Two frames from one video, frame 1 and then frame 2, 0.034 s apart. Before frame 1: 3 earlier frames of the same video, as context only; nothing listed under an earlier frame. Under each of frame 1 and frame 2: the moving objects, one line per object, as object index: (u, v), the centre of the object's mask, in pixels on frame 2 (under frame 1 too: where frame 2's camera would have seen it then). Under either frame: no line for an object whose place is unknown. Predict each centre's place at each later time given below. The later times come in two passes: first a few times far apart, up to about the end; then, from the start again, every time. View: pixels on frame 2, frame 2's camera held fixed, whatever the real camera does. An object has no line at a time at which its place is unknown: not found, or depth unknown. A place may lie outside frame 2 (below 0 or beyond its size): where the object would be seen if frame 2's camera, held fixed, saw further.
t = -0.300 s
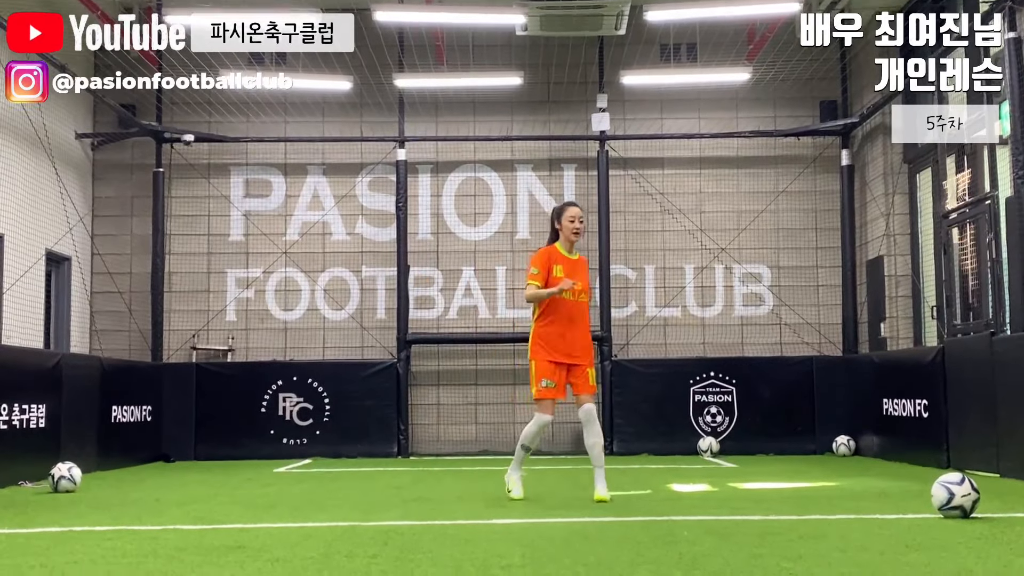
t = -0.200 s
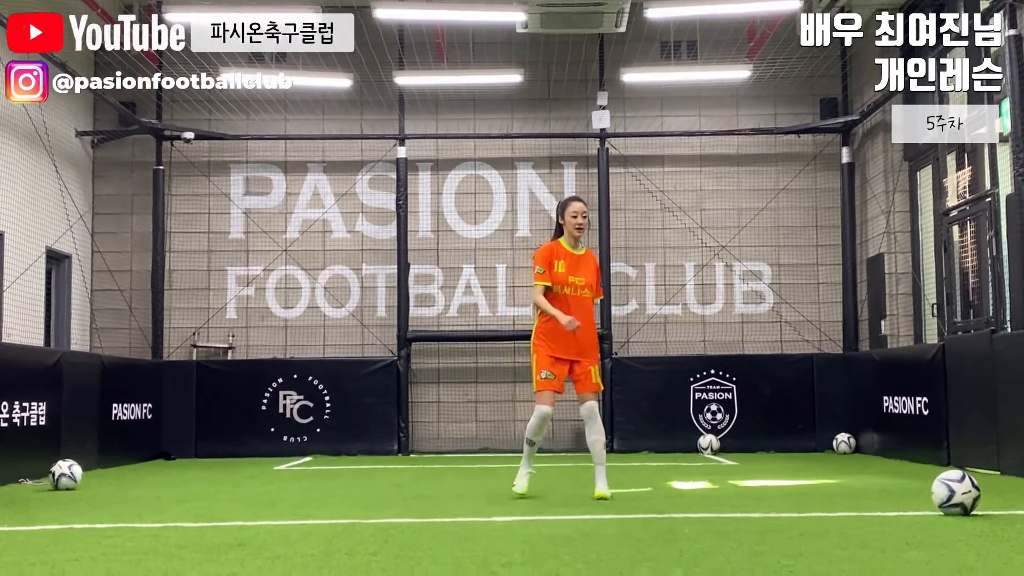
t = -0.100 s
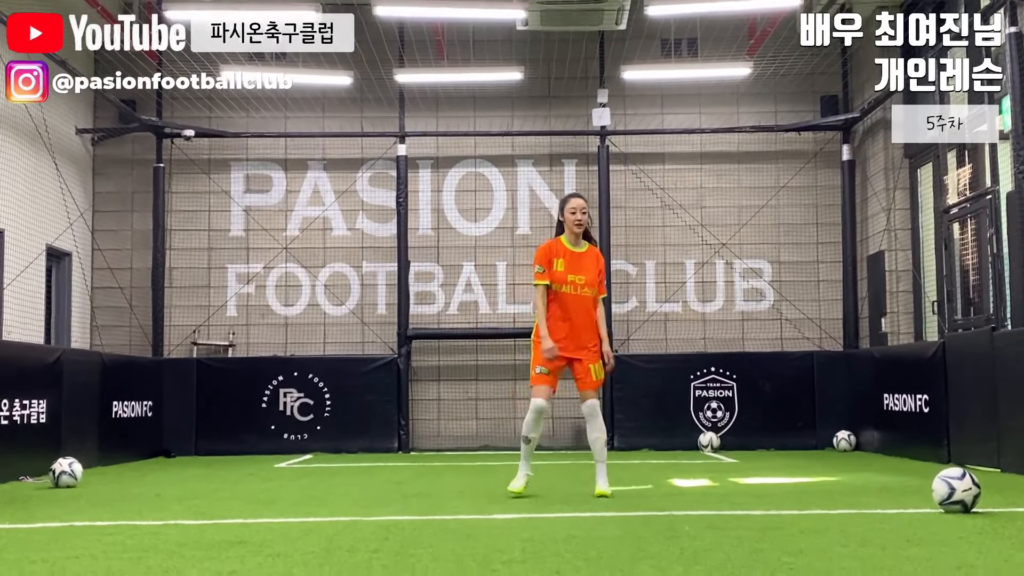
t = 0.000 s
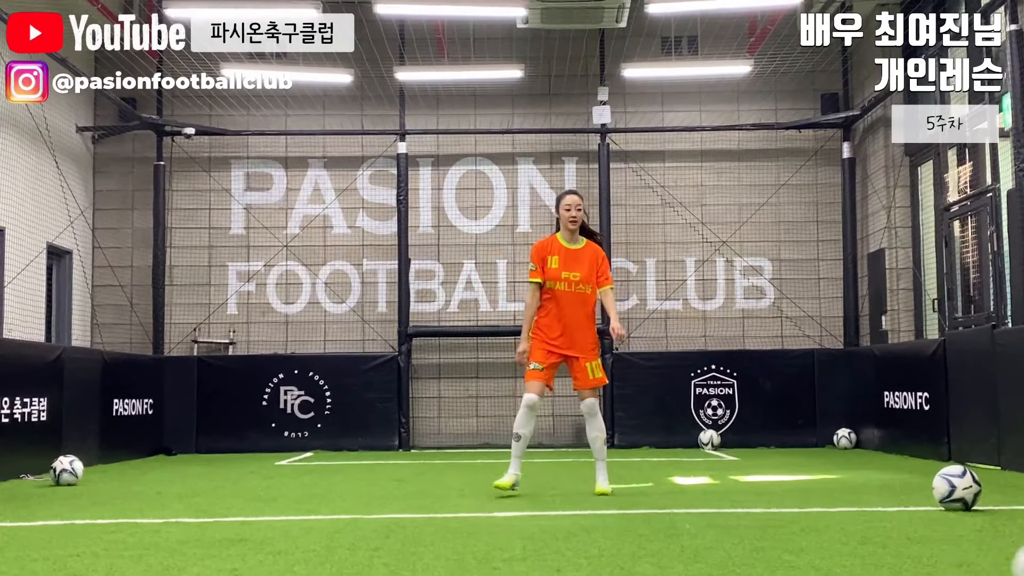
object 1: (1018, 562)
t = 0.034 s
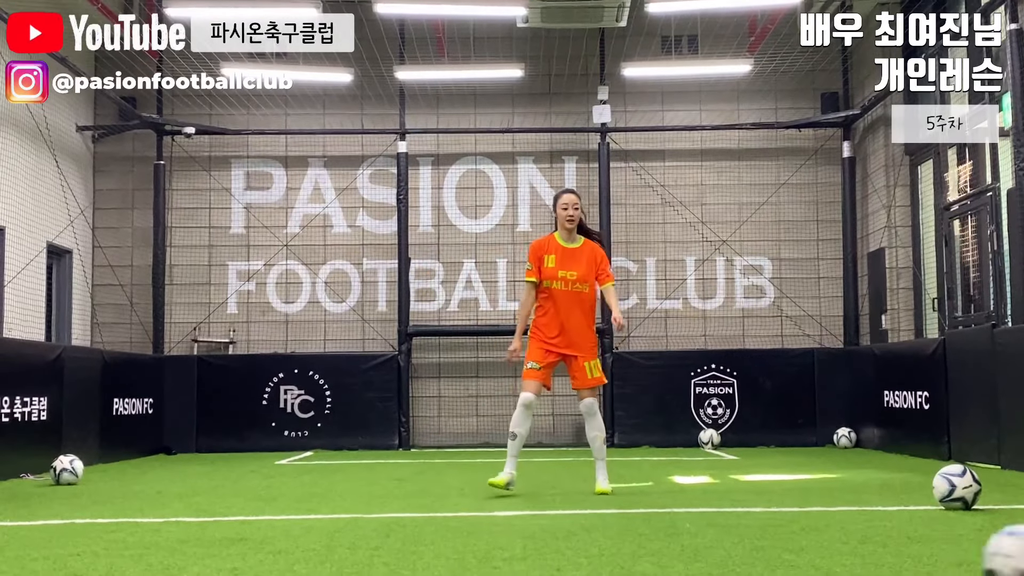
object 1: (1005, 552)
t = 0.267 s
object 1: (829, 545)
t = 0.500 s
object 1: (683, 527)
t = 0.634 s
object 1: (613, 521)
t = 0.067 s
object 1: (989, 550)
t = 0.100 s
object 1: (963, 551)
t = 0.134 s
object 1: (933, 550)
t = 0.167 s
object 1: (905, 548)
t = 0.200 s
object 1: (880, 548)
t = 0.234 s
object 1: (855, 546)
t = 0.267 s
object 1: (829, 545)
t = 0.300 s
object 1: (804, 542)
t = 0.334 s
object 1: (783, 539)
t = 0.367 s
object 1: (762, 536)
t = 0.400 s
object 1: (740, 535)
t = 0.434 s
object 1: (720, 533)
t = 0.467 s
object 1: (700, 530)
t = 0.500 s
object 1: (683, 527)
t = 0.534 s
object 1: (665, 525)
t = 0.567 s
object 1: (647, 525)
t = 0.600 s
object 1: (630, 523)
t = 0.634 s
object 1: (613, 521)
